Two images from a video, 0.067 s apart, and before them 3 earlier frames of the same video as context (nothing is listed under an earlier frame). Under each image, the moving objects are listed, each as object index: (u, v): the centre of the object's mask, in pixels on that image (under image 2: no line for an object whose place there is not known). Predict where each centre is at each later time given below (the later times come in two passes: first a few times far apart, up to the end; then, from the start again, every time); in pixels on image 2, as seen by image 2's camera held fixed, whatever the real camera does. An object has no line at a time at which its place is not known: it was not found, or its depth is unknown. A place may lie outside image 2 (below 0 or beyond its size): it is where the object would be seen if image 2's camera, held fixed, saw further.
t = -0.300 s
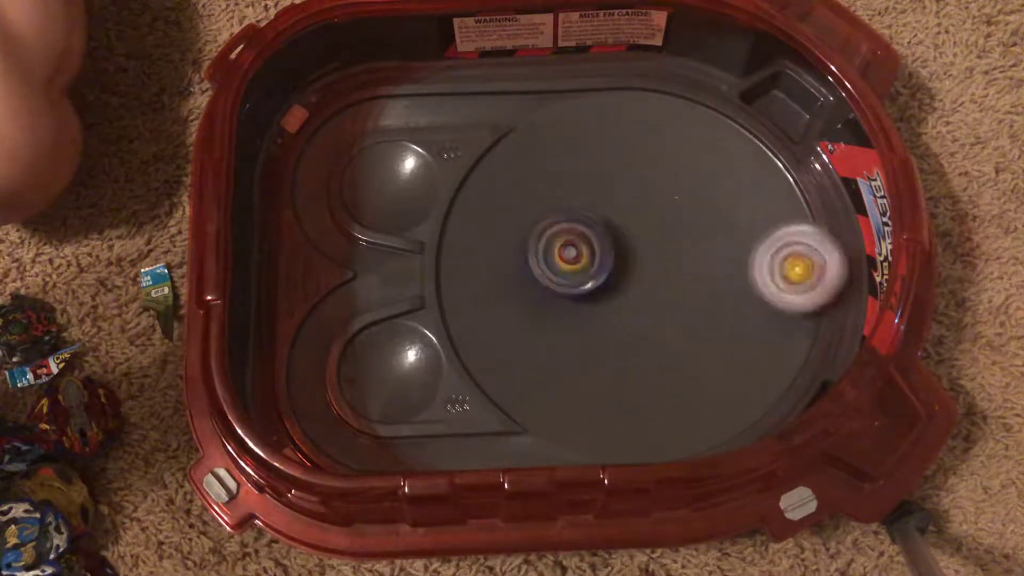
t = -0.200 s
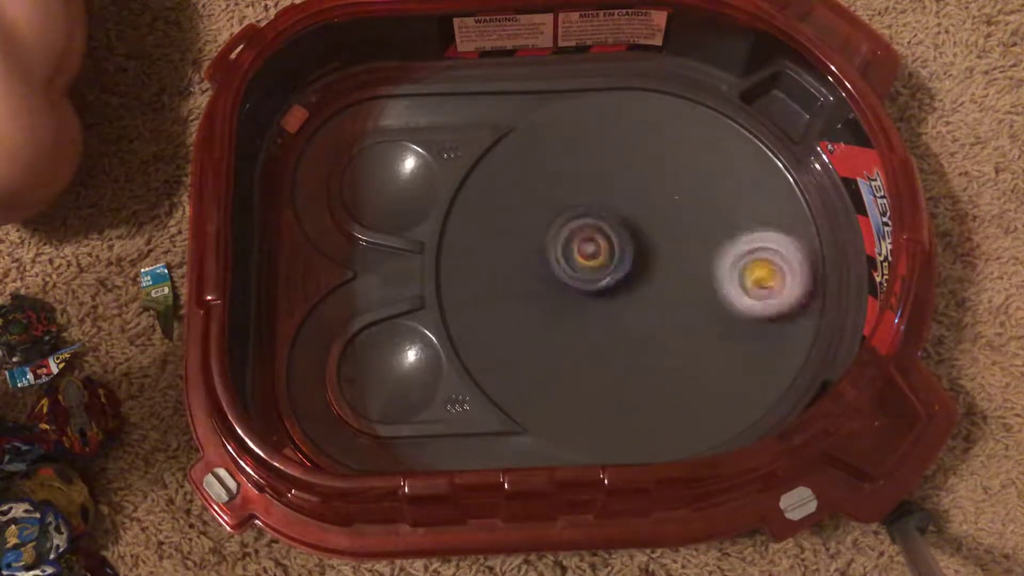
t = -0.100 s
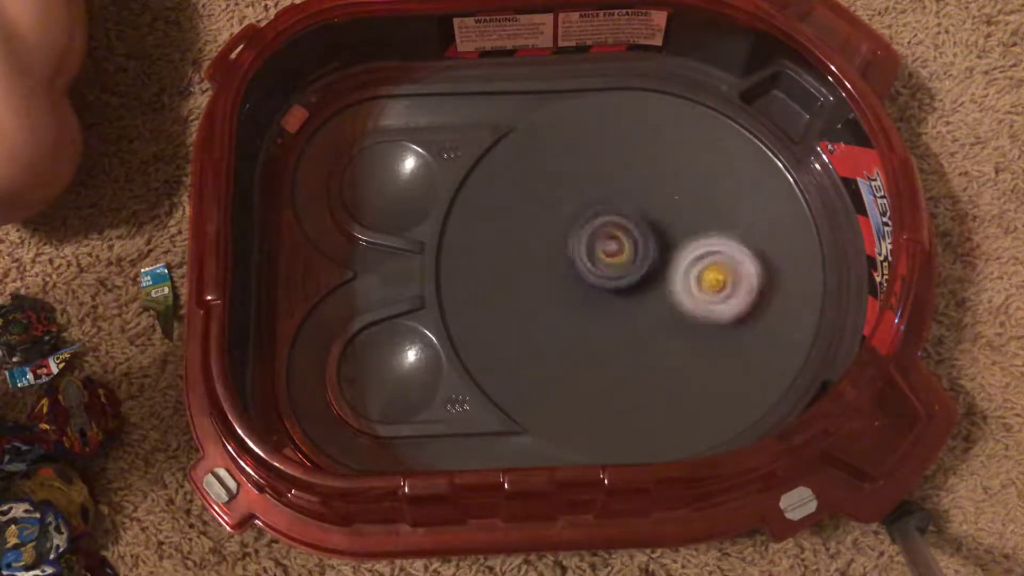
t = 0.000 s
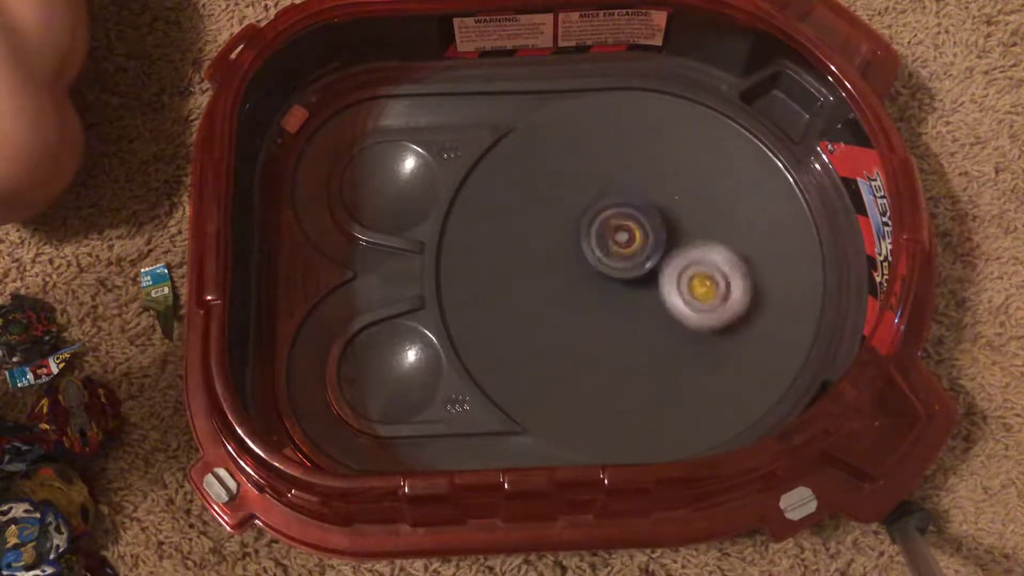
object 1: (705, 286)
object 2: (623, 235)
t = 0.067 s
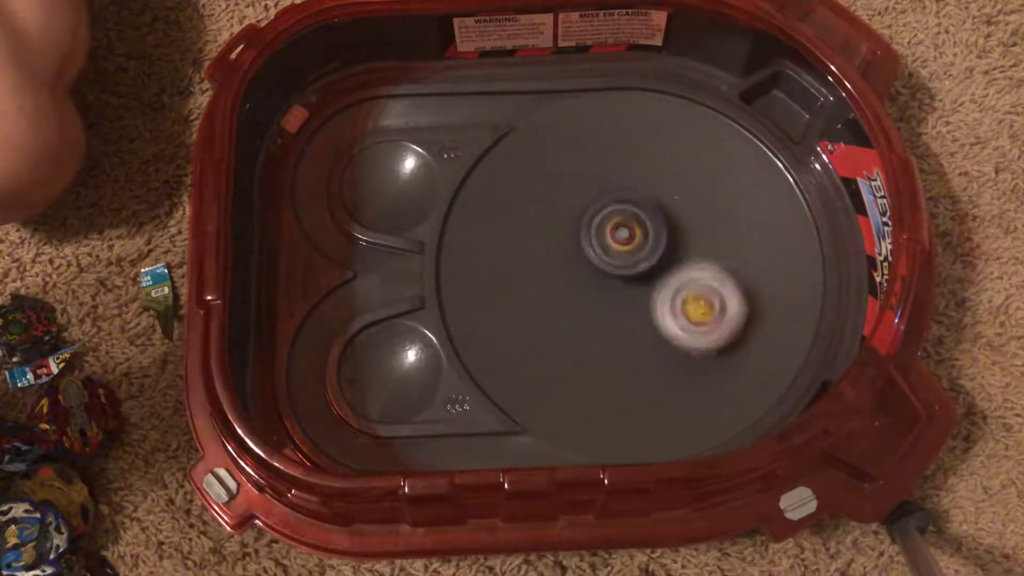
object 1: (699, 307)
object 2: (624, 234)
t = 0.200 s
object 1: (667, 337)
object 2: (624, 229)
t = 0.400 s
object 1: (593, 317)
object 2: (629, 232)
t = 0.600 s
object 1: (523, 296)
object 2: (642, 235)
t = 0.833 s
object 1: (504, 242)
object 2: (644, 247)
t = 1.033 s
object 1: (547, 219)
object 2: (635, 267)
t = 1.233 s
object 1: (549, 177)
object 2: (629, 295)
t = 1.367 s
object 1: (573, 182)
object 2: (623, 303)
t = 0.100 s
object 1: (696, 316)
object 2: (625, 231)
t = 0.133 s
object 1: (687, 326)
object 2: (624, 231)
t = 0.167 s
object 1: (679, 332)
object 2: (624, 230)
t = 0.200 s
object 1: (667, 337)
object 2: (624, 229)
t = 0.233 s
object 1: (655, 340)
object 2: (625, 230)
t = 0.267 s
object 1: (641, 340)
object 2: (626, 229)
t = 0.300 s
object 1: (630, 337)
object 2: (628, 230)
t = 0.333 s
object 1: (615, 332)
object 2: (628, 230)
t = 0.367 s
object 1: (605, 326)
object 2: (628, 230)
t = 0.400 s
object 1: (593, 317)
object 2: (629, 232)
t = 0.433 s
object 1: (585, 310)
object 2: (629, 232)
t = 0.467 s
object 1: (571, 308)
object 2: (635, 233)
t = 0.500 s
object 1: (561, 308)
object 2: (638, 235)
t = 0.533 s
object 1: (548, 303)
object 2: (637, 234)
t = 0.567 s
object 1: (535, 300)
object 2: (640, 234)
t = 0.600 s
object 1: (523, 296)
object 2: (642, 235)
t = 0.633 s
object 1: (513, 290)
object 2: (642, 236)
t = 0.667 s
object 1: (502, 282)
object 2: (644, 236)
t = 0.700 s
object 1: (498, 274)
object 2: (644, 237)
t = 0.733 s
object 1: (494, 266)
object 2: (644, 238)
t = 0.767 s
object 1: (495, 256)
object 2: (643, 240)
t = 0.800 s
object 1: (498, 250)
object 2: (646, 246)
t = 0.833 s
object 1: (504, 242)
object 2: (644, 247)
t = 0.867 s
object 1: (513, 236)
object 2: (642, 249)
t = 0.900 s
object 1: (524, 230)
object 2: (641, 250)
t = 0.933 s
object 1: (534, 227)
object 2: (638, 255)
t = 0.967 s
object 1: (548, 225)
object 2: (636, 257)
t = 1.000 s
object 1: (551, 224)
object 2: (635, 262)
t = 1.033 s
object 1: (547, 219)
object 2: (635, 267)
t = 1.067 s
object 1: (546, 212)
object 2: (632, 270)
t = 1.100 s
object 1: (545, 201)
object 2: (633, 276)
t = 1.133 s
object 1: (542, 194)
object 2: (633, 279)
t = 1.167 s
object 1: (544, 187)
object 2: (631, 286)
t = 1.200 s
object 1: (544, 182)
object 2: (629, 287)
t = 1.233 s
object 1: (549, 177)
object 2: (629, 295)
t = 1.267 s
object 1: (553, 177)
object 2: (627, 297)
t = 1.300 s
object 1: (558, 175)
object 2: (625, 298)
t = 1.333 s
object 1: (568, 178)
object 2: (623, 299)
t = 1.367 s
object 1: (573, 182)
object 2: (623, 303)
